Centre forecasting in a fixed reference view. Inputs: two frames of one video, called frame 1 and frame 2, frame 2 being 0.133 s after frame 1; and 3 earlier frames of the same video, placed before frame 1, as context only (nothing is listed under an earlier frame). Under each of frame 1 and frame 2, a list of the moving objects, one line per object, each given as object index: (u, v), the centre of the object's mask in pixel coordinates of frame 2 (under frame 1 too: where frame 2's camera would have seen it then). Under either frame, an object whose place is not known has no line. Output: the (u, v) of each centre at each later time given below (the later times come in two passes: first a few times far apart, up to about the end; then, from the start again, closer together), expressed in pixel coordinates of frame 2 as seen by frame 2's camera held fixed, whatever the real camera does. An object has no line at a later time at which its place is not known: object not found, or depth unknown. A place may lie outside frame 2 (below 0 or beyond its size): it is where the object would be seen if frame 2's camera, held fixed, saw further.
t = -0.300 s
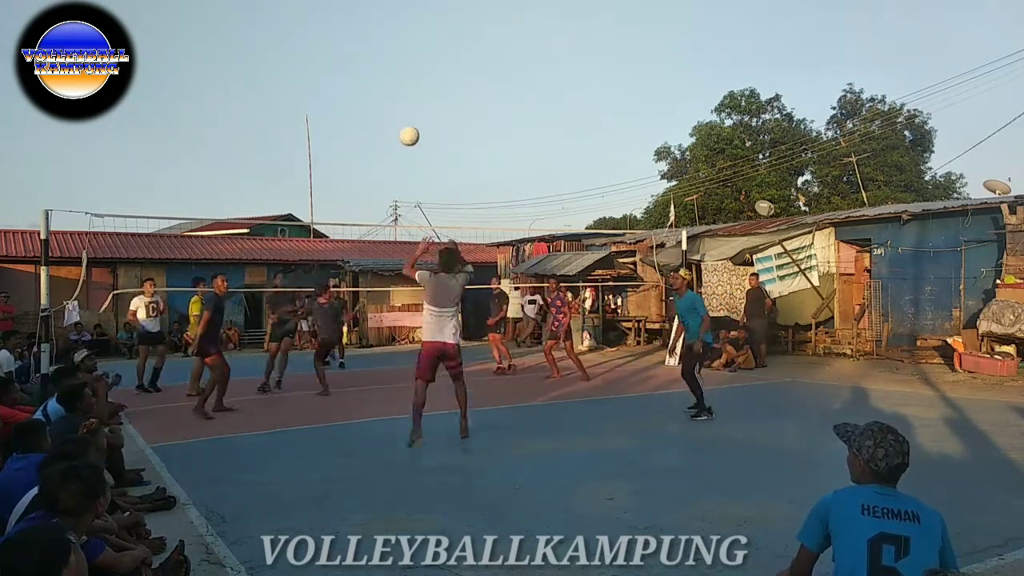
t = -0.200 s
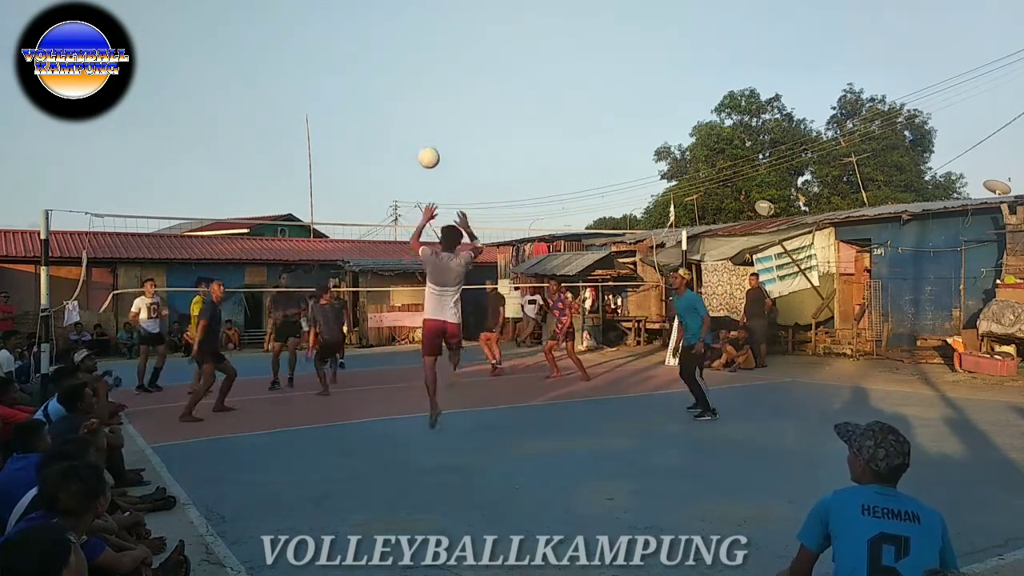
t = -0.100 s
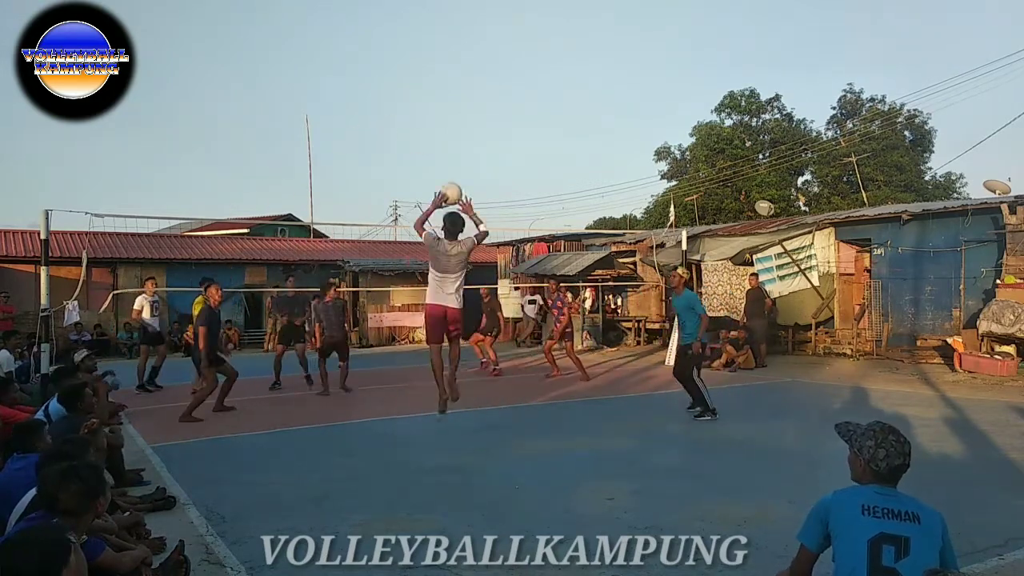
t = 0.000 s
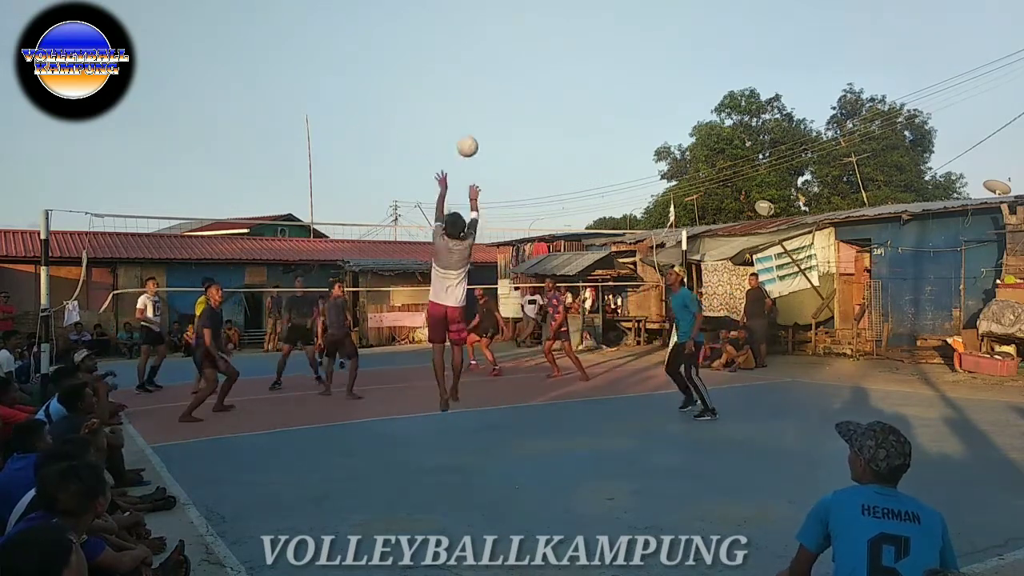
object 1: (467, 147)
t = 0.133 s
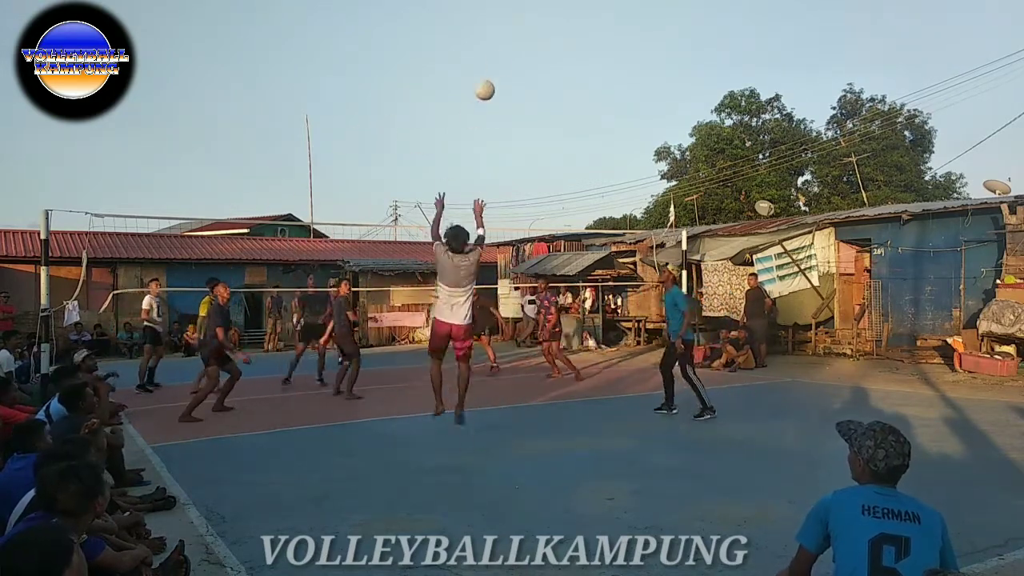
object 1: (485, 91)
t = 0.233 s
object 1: (496, 64)
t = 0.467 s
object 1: (520, 45)
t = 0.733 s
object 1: (541, 76)
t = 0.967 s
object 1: (556, 138)
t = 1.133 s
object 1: (566, 197)
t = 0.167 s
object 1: (489, 81)
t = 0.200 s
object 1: (492, 72)
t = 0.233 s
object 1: (496, 64)
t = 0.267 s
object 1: (500, 59)
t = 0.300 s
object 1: (504, 53)
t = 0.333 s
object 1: (507, 50)
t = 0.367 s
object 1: (511, 47)
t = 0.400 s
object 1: (514, 45)
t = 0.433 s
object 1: (517, 44)
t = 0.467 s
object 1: (520, 45)
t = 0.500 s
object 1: (523, 46)
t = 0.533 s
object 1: (526, 47)
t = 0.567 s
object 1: (529, 50)
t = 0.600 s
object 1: (531, 54)
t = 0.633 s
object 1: (534, 59)
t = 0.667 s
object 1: (536, 63)
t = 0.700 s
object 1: (539, 69)
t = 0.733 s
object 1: (541, 76)
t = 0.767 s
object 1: (544, 83)
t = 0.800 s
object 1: (546, 91)
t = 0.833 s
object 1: (548, 99)
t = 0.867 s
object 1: (550, 108)
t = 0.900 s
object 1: (552, 118)
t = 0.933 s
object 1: (554, 127)
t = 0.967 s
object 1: (556, 138)
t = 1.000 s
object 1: (558, 149)
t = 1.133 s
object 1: (566, 197)
